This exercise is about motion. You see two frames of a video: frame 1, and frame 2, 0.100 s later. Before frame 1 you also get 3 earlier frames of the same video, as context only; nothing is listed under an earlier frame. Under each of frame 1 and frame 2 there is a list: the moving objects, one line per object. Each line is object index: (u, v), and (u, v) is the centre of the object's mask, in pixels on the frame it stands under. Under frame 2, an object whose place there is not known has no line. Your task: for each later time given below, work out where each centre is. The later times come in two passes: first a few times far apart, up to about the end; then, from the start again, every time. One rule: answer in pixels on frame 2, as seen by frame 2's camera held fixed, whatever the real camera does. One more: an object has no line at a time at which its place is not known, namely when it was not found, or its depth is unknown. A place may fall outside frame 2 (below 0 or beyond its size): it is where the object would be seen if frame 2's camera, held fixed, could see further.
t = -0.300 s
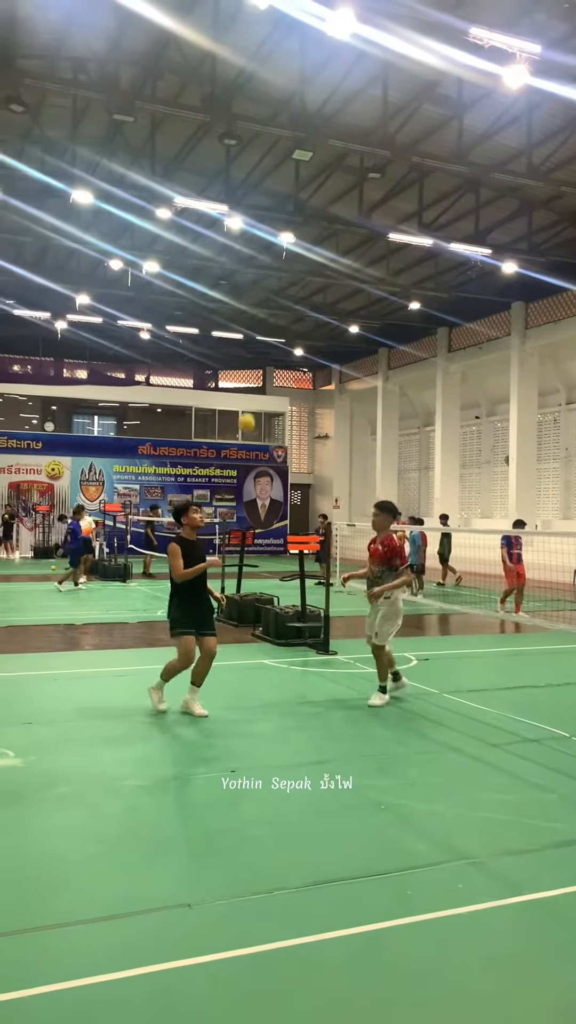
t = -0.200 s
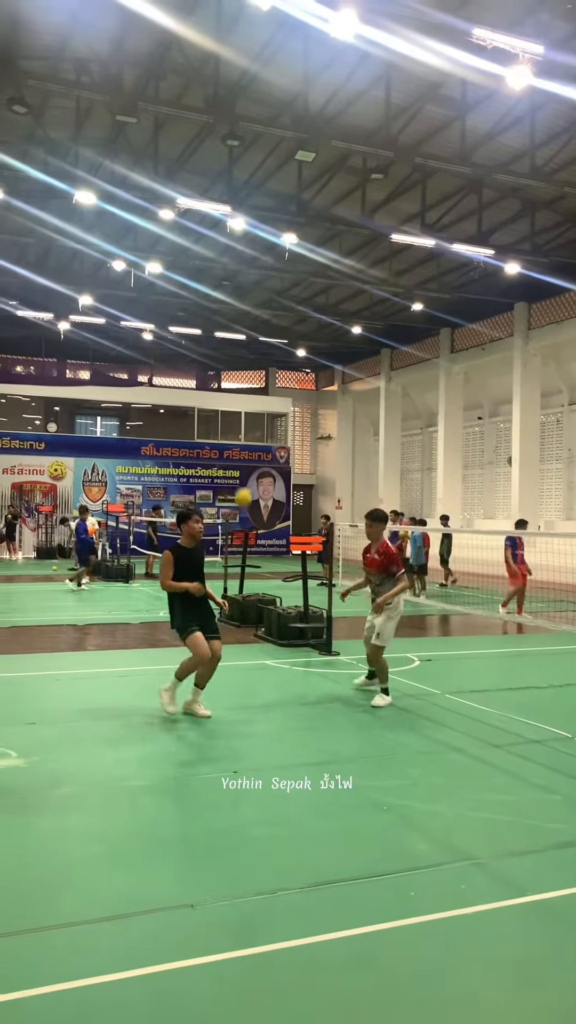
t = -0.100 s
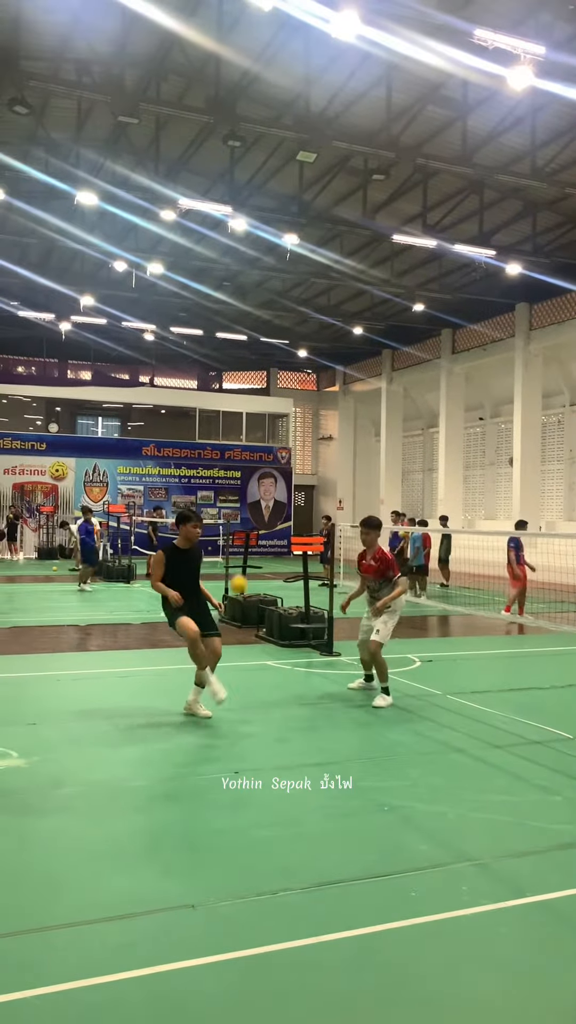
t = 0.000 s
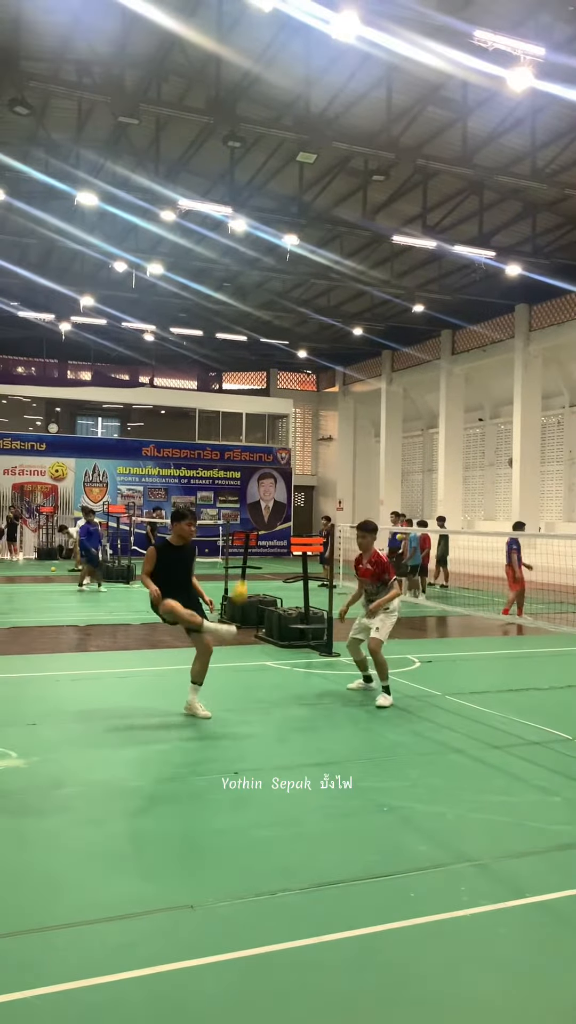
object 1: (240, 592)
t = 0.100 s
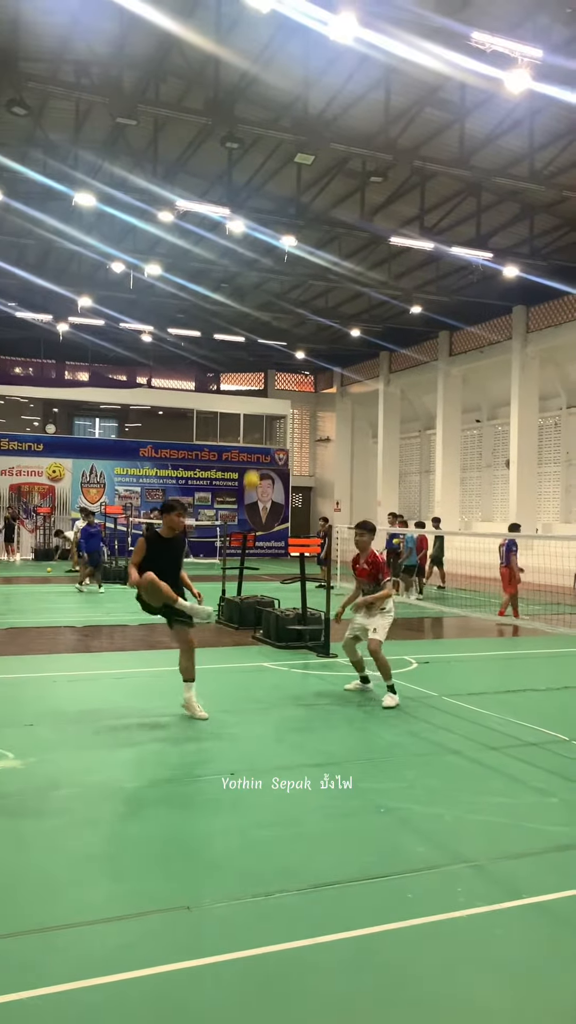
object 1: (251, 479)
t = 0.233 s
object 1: (268, 357)
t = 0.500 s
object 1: (297, 182)
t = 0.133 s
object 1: (256, 446)
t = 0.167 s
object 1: (259, 418)
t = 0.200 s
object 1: (265, 385)
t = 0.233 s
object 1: (268, 357)
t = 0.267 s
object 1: (272, 330)
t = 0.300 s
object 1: (275, 303)
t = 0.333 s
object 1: (280, 279)
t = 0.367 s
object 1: (283, 258)
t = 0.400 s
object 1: (287, 236)
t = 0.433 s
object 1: (290, 216)
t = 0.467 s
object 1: (294, 198)
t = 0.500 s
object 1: (297, 182)
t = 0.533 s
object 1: (301, 167)
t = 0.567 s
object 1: (305, 154)
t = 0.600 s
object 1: (308, 142)
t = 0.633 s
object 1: (312, 131)
